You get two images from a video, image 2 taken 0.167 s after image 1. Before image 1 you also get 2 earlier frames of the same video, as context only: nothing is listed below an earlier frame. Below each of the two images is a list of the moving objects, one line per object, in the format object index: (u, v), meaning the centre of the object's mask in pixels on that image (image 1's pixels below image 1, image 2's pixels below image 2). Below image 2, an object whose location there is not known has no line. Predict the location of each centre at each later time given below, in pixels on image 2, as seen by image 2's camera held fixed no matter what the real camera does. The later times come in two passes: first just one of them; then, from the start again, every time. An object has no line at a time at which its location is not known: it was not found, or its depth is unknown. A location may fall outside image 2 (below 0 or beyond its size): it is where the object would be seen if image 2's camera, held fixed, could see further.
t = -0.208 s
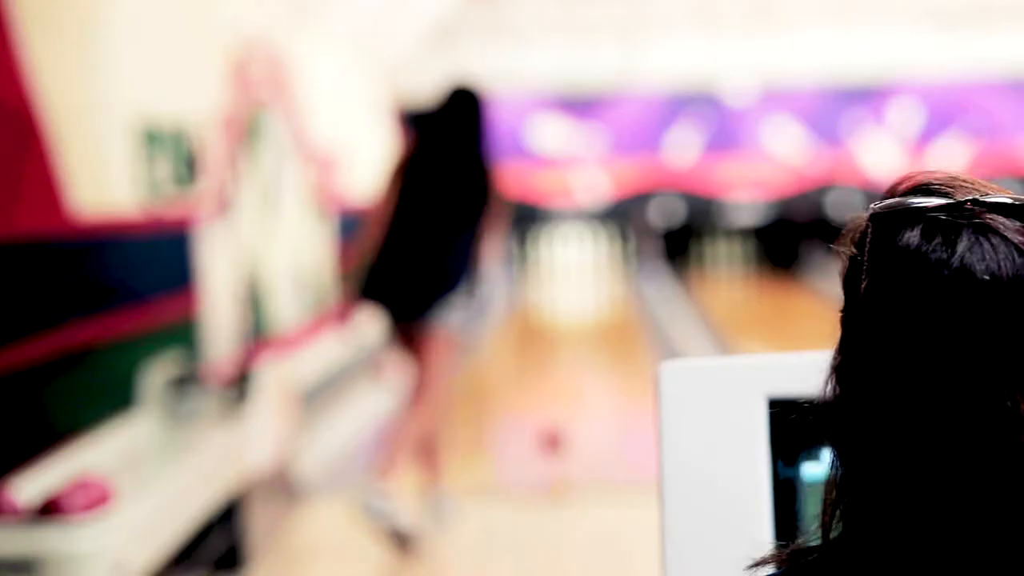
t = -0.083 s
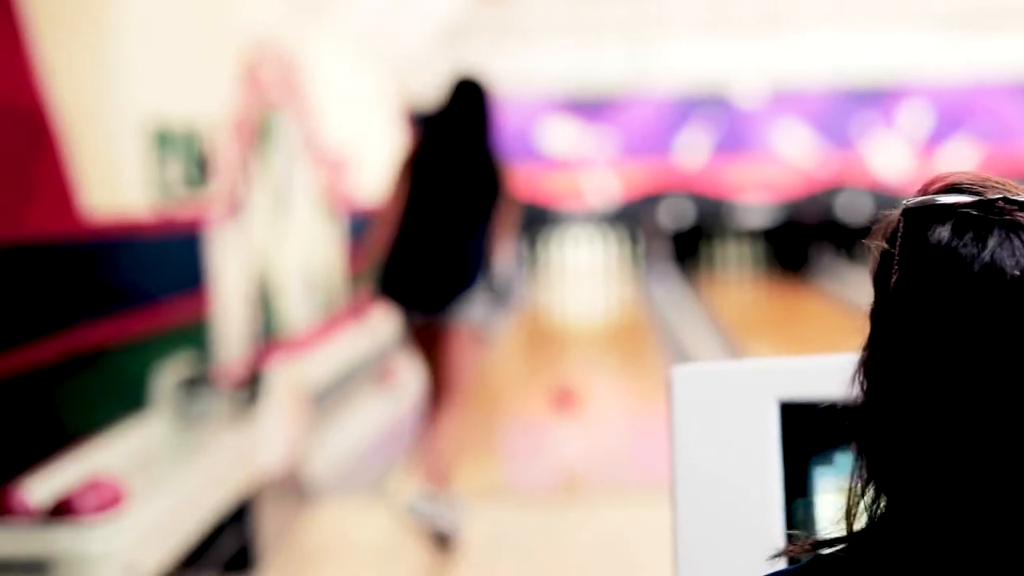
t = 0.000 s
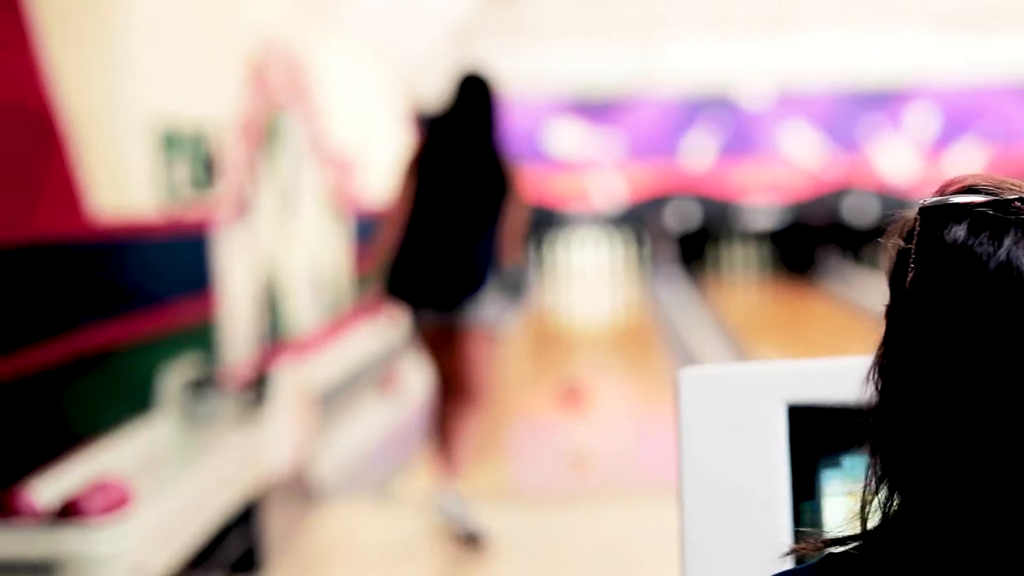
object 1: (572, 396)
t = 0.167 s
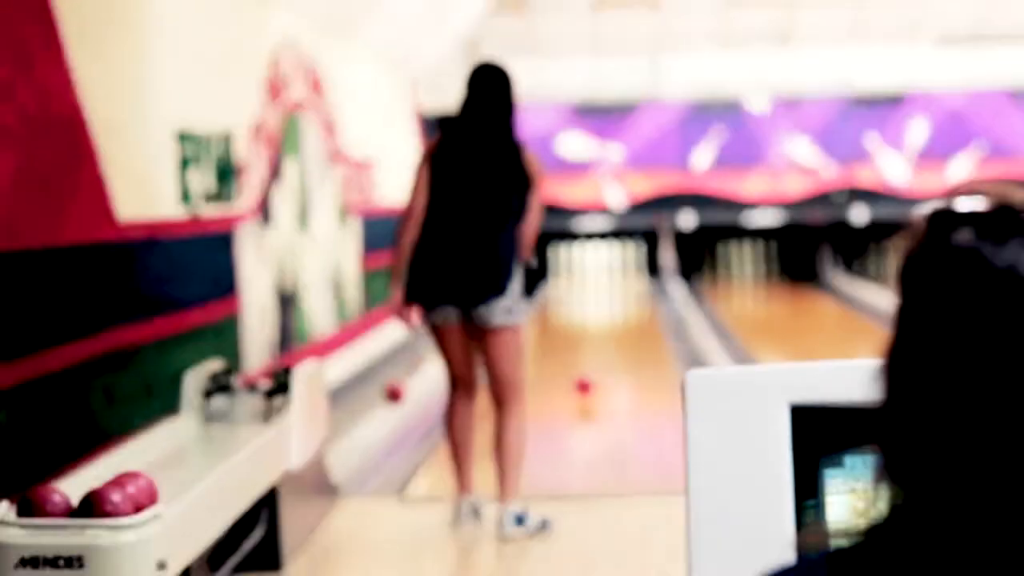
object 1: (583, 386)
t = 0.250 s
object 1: (588, 381)
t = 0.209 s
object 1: (587, 386)
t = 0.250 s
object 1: (588, 381)
